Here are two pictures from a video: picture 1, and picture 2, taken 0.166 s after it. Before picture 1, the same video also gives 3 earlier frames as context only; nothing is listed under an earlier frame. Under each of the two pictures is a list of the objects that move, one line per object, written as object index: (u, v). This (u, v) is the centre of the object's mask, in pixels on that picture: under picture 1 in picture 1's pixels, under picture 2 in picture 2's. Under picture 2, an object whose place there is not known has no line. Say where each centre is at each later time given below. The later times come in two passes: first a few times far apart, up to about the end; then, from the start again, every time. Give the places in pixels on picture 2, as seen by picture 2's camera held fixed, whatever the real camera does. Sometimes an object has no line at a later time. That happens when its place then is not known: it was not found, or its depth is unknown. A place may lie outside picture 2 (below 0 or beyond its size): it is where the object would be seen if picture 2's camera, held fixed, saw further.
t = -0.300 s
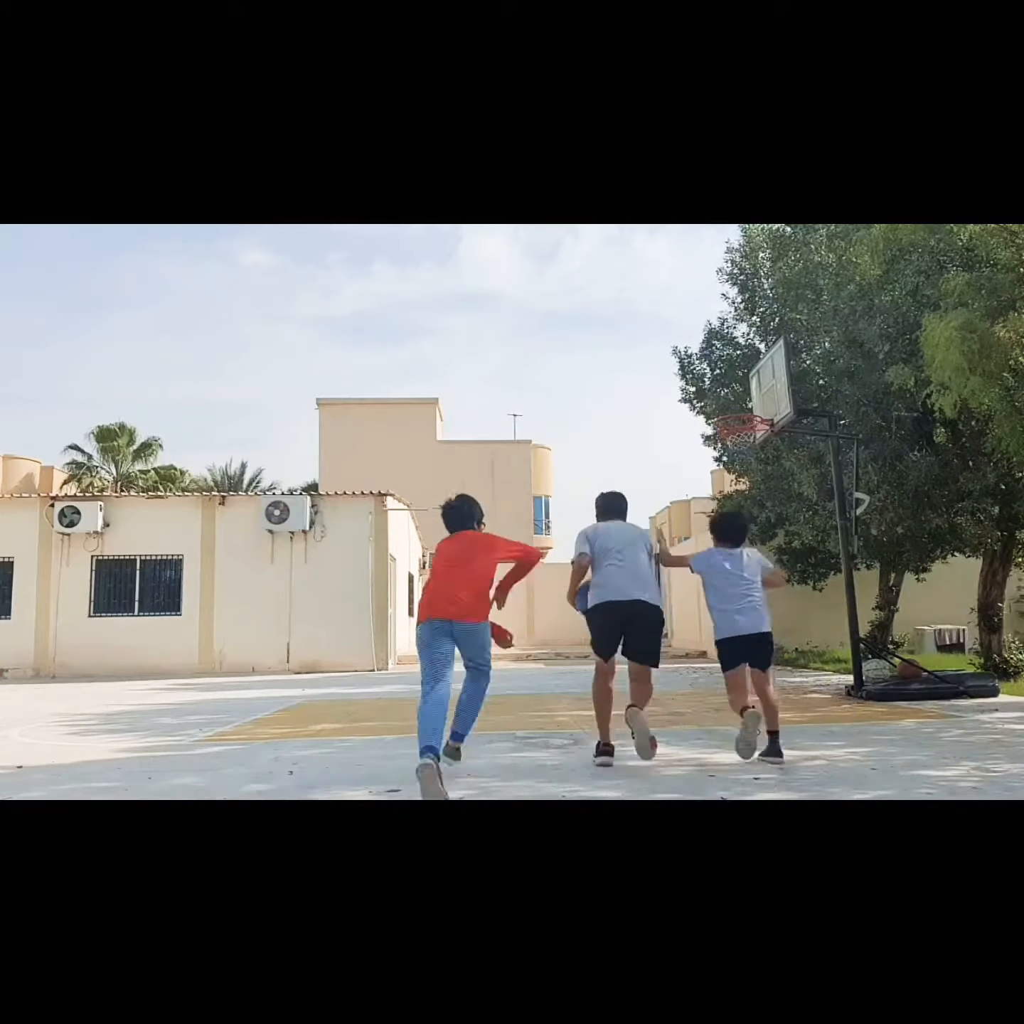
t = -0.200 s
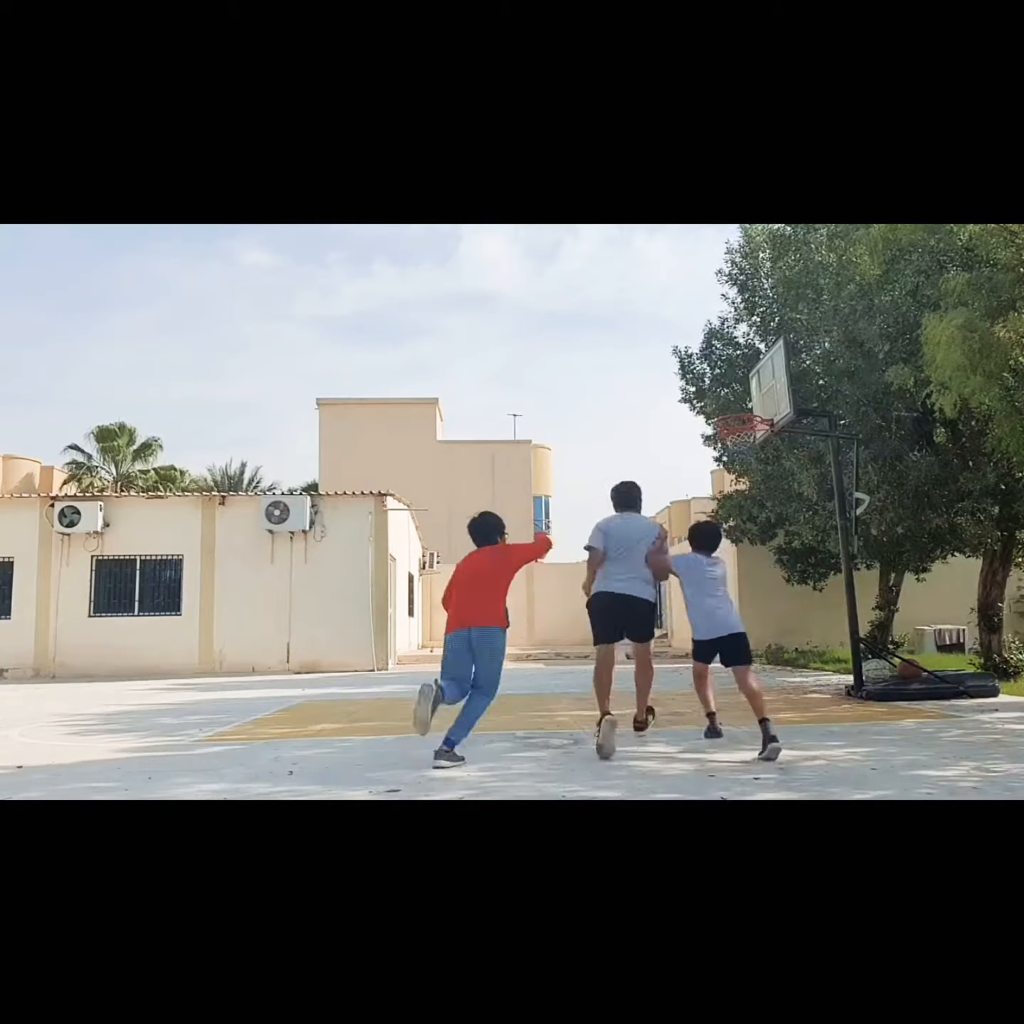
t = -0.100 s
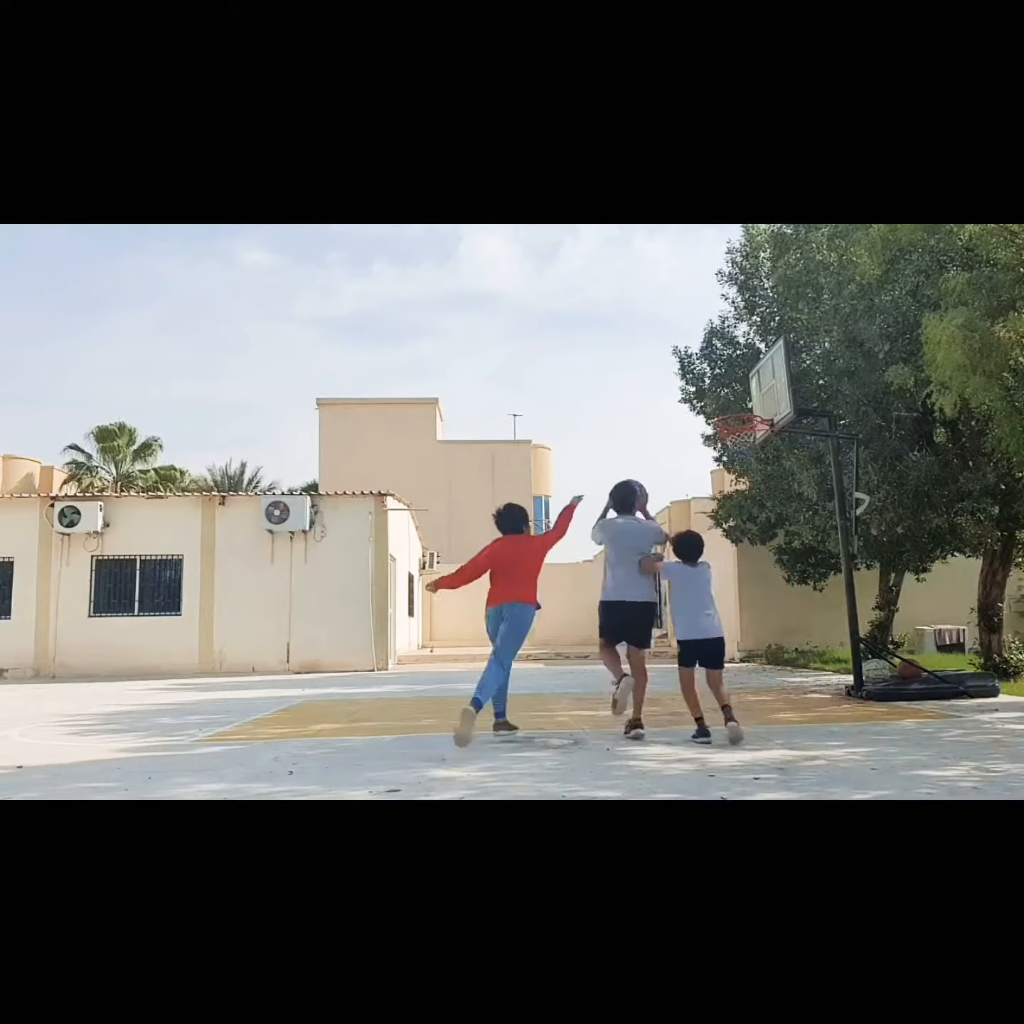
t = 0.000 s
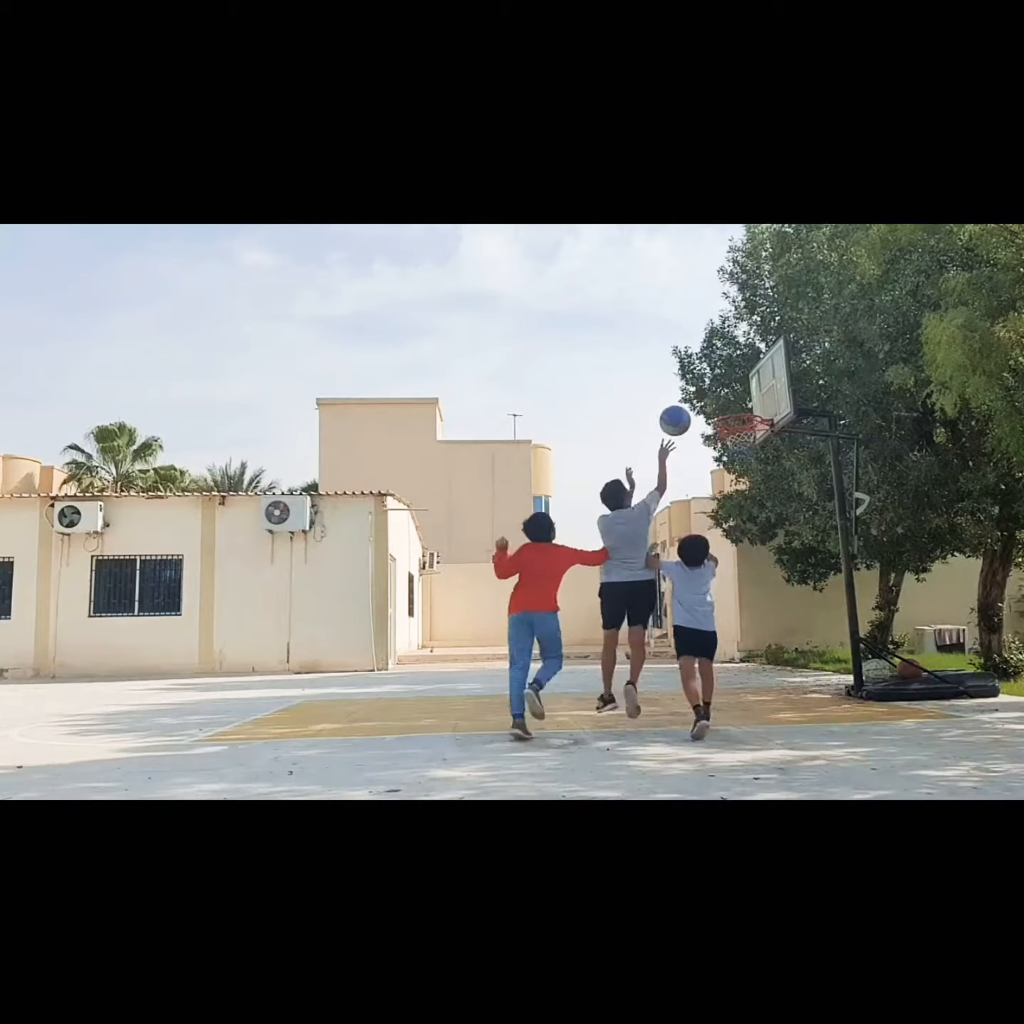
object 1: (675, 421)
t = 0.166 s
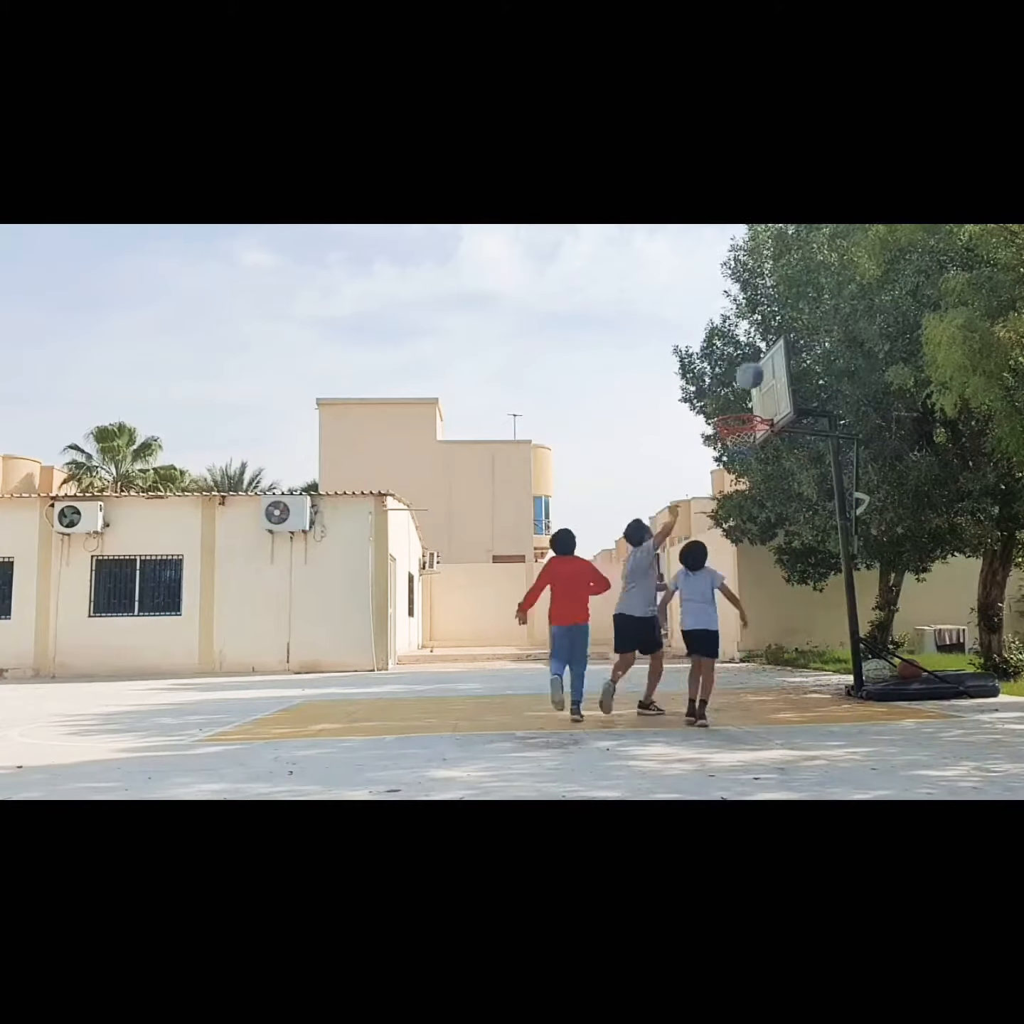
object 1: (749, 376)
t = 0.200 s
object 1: (763, 381)
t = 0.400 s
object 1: (743, 426)
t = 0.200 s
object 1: (763, 381)
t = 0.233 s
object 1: (758, 390)
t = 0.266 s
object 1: (747, 401)
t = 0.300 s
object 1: (735, 413)
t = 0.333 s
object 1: (727, 418)
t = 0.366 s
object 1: (731, 419)
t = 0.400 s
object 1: (743, 426)
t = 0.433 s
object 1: (750, 438)
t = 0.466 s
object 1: (754, 448)
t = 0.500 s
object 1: (757, 464)
